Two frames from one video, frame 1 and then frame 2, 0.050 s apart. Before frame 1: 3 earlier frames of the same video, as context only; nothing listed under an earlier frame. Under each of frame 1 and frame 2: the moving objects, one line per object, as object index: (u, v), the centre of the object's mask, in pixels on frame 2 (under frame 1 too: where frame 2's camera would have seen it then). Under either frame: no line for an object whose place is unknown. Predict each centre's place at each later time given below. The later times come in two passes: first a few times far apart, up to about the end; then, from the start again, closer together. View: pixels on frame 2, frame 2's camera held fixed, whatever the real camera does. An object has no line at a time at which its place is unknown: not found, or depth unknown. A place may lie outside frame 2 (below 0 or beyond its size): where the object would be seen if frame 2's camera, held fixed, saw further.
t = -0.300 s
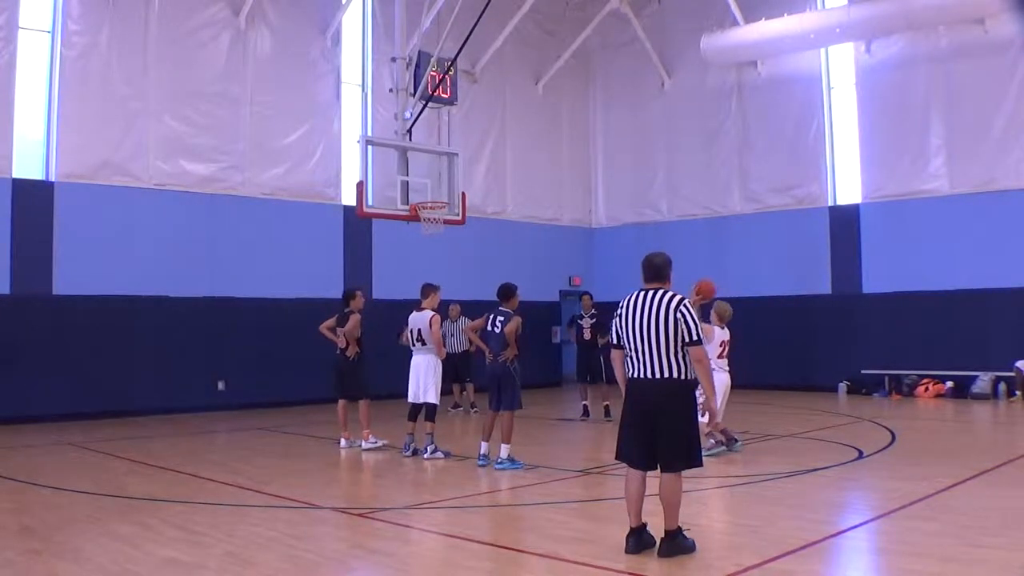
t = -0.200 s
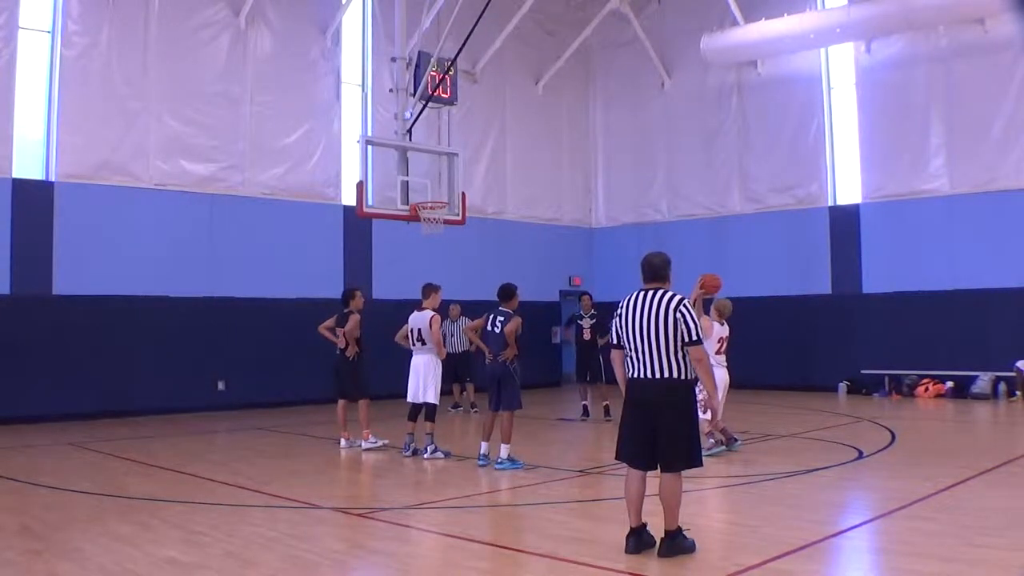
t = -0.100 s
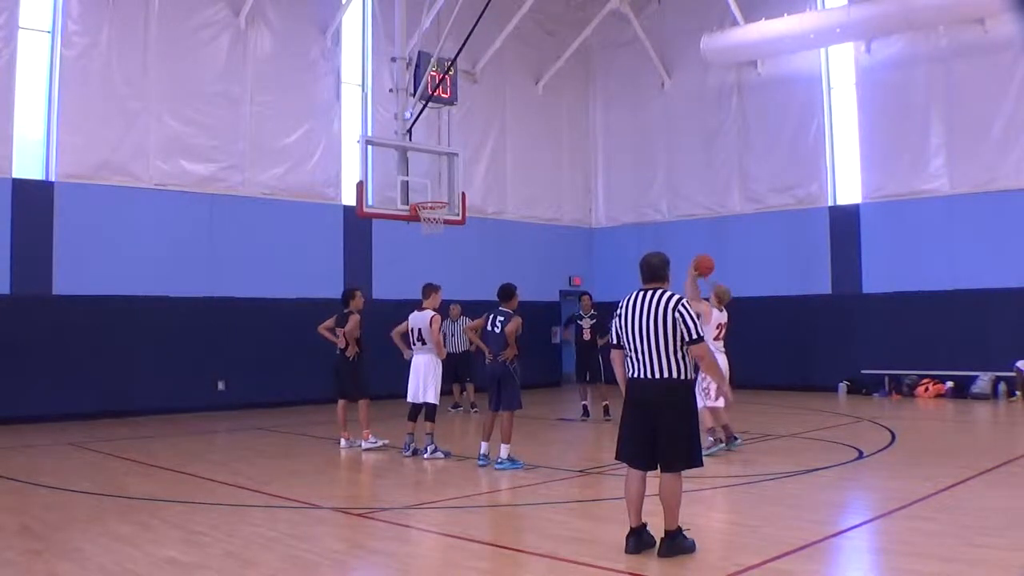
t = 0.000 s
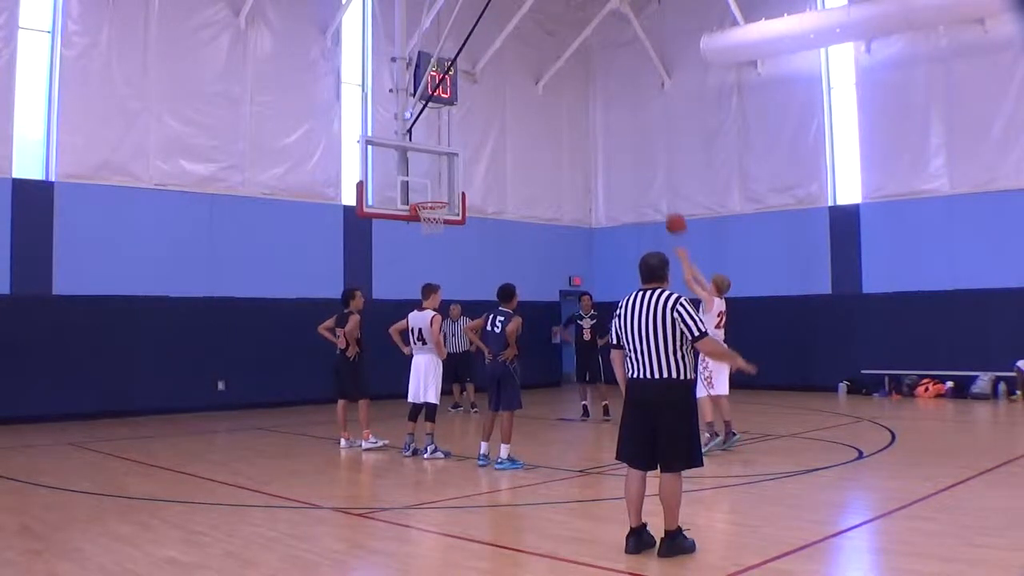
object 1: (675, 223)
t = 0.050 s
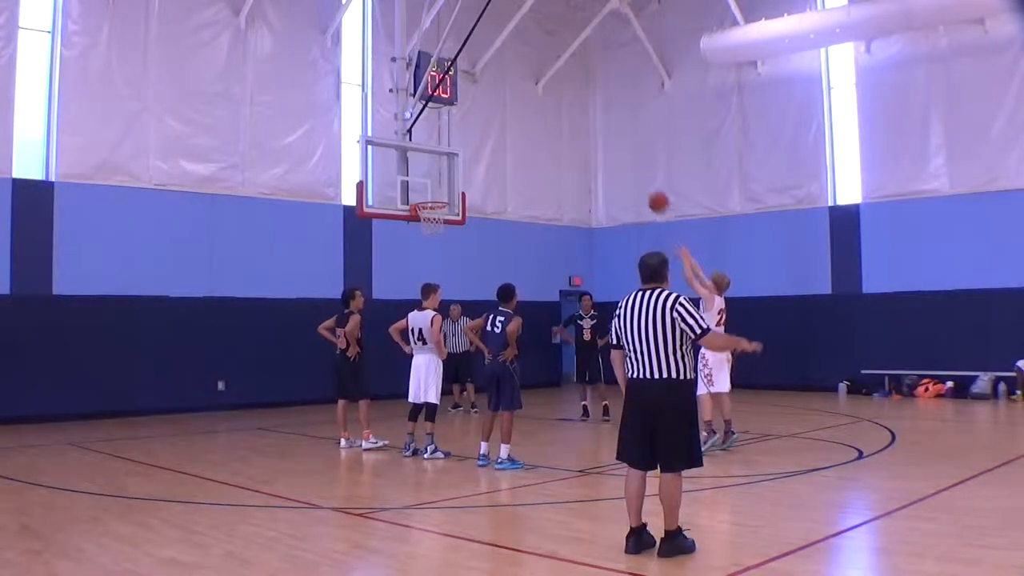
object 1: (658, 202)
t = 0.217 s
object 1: (603, 150)
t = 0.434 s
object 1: (541, 123)
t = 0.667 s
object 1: (482, 134)
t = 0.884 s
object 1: (433, 178)
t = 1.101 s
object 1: (424, 188)
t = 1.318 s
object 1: (433, 199)
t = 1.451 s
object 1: (438, 220)
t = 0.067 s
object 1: (652, 196)
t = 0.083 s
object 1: (646, 189)
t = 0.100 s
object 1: (641, 183)
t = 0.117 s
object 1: (635, 178)
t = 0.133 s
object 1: (630, 173)
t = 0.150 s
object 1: (624, 168)
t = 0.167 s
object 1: (619, 163)
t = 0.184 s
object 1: (613, 159)
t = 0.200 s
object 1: (608, 154)
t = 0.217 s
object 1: (603, 150)
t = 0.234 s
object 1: (598, 147)
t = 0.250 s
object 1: (593, 144)
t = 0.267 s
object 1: (588, 140)
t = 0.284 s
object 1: (583, 138)
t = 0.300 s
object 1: (578, 135)
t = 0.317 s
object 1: (573, 133)
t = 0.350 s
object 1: (564, 128)
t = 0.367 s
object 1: (559, 127)
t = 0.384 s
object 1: (554, 125)
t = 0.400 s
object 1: (549, 124)
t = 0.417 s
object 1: (545, 123)
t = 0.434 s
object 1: (541, 123)
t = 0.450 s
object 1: (536, 122)
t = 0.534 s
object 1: (514, 123)
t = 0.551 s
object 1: (510, 123)
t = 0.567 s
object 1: (506, 124)
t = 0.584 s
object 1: (502, 125)
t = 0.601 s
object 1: (498, 127)
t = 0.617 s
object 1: (494, 128)
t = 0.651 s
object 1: (486, 132)
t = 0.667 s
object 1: (482, 134)
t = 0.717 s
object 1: (470, 142)
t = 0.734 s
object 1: (466, 144)
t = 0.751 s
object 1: (463, 147)
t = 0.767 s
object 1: (458, 151)
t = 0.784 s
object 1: (455, 154)
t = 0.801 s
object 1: (451, 158)
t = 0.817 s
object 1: (448, 161)
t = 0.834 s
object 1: (444, 165)
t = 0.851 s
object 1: (441, 169)
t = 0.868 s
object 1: (436, 174)
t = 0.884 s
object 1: (433, 178)
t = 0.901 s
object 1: (430, 182)
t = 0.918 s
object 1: (426, 187)
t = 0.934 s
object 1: (423, 192)
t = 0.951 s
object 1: (419, 197)
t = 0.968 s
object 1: (418, 197)
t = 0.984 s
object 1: (419, 195)
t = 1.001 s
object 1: (420, 194)
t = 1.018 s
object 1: (420, 192)
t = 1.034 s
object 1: (421, 191)
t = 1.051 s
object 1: (422, 190)
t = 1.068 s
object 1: (423, 189)
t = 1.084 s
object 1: (423, 189)
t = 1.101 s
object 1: (424, 188)
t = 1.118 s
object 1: (424, 188)
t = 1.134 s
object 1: (425, 188)
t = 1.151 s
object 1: (426, 188)
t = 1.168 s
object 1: (426, 188)
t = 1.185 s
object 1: (427, 189)
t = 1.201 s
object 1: (428, 190)
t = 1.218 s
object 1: (429, 190)
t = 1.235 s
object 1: (430, 191)
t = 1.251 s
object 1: (430, 193)
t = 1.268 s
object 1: (431, 194)
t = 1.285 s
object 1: (431, 196)
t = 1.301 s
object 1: (432, 196)
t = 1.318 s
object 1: (433, 199)
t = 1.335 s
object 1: (434, 201)
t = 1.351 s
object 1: (435, 205)
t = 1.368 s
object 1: (436, 208)
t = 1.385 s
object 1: (435, 210)
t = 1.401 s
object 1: (436, 212)
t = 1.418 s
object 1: (436, 216)
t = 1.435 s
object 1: (437, 218)
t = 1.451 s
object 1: (438, 220)
